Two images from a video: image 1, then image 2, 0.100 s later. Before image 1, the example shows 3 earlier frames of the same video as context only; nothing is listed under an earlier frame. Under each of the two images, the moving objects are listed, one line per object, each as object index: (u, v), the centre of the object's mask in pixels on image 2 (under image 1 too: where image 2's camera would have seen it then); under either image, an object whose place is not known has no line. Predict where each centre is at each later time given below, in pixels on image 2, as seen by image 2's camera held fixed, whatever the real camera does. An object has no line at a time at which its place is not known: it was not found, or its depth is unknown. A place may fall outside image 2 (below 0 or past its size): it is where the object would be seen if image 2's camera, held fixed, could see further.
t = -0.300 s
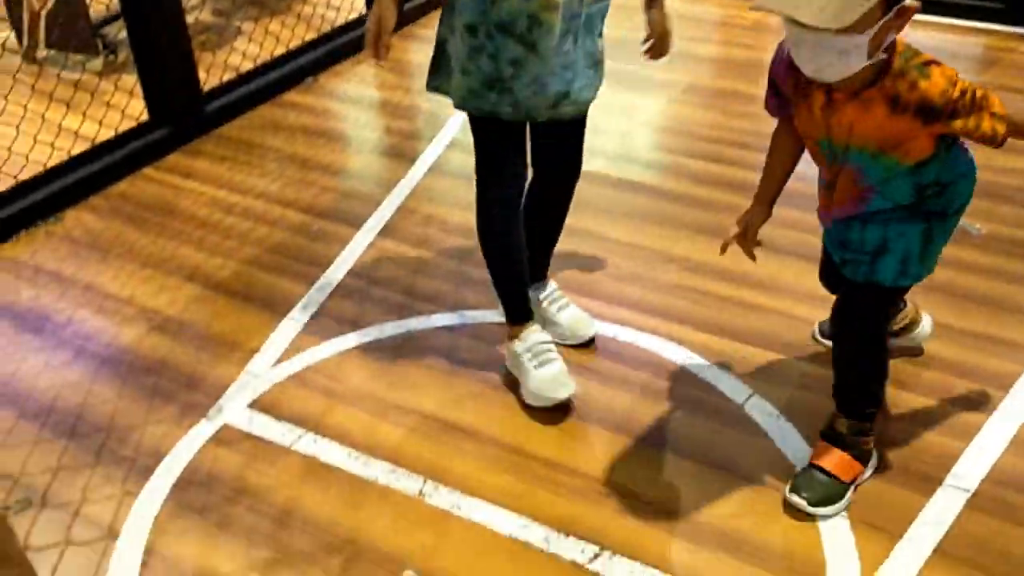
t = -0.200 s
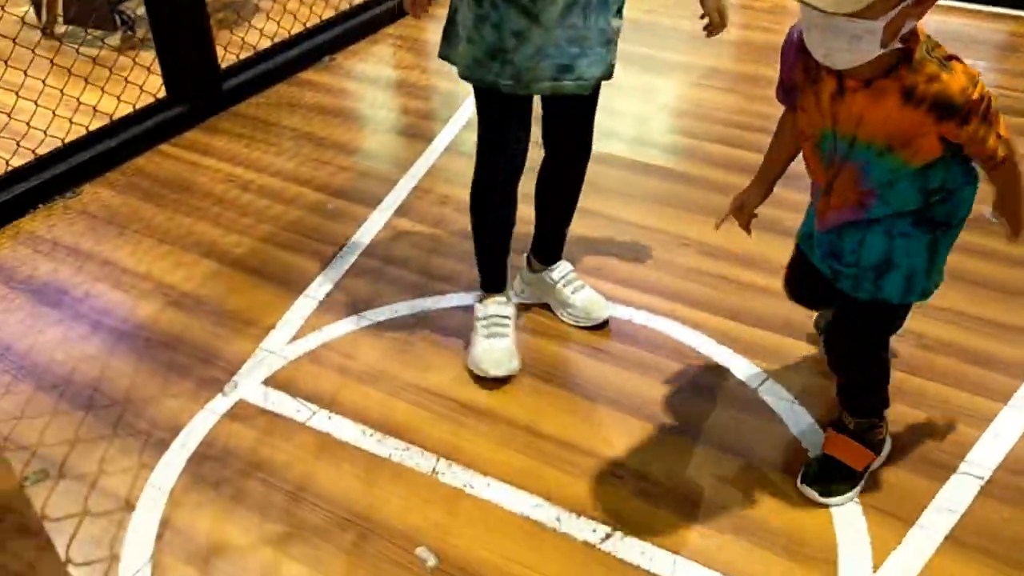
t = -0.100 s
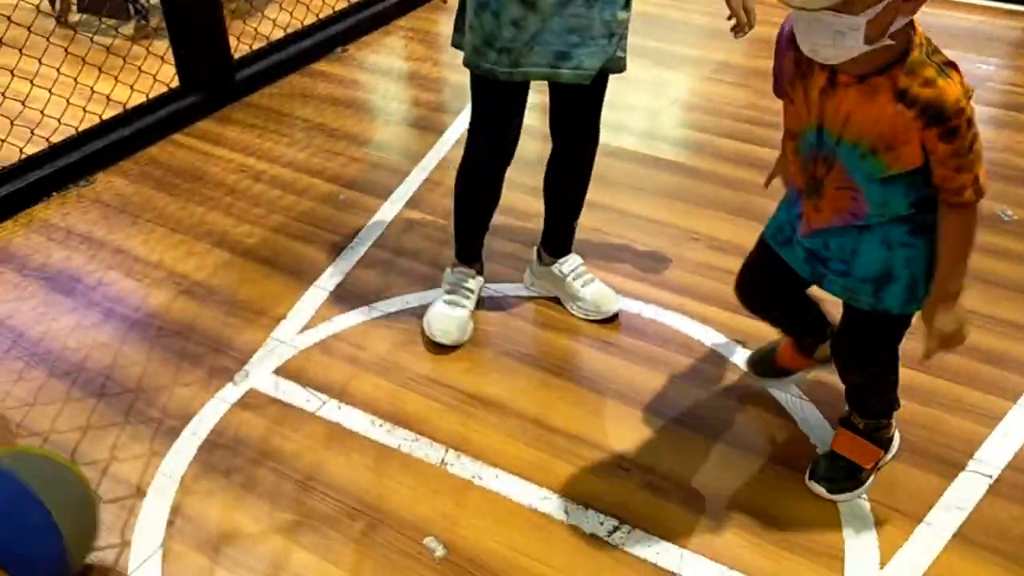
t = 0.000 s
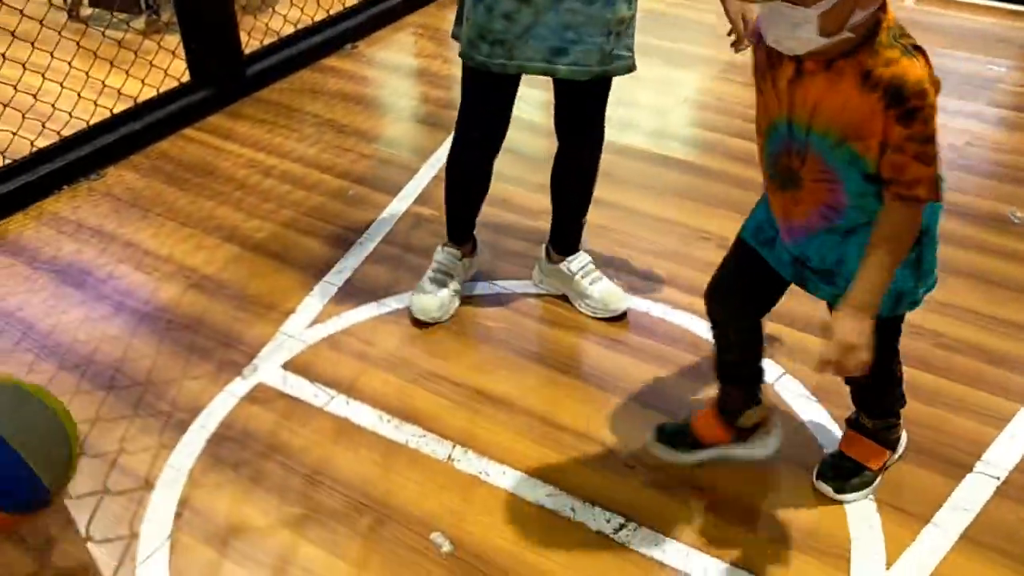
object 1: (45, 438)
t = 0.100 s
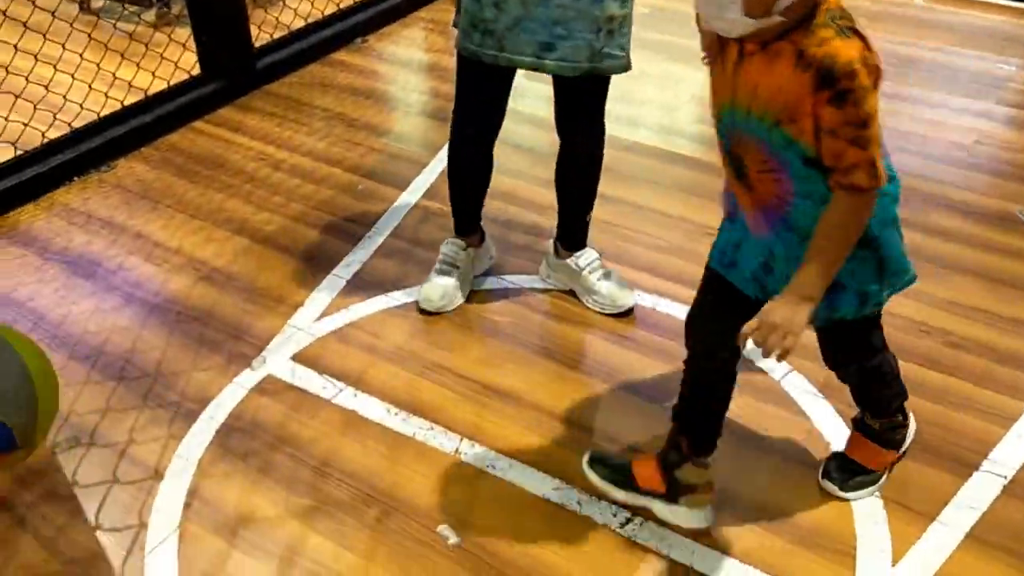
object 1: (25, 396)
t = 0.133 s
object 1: (19, 392)
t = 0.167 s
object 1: (14, 394)
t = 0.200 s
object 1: (10, 402)
